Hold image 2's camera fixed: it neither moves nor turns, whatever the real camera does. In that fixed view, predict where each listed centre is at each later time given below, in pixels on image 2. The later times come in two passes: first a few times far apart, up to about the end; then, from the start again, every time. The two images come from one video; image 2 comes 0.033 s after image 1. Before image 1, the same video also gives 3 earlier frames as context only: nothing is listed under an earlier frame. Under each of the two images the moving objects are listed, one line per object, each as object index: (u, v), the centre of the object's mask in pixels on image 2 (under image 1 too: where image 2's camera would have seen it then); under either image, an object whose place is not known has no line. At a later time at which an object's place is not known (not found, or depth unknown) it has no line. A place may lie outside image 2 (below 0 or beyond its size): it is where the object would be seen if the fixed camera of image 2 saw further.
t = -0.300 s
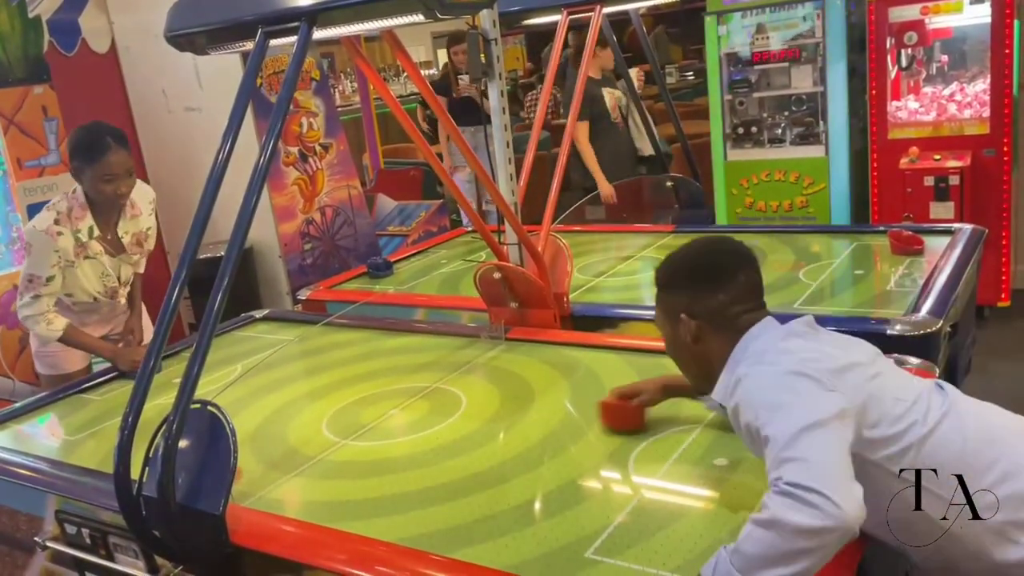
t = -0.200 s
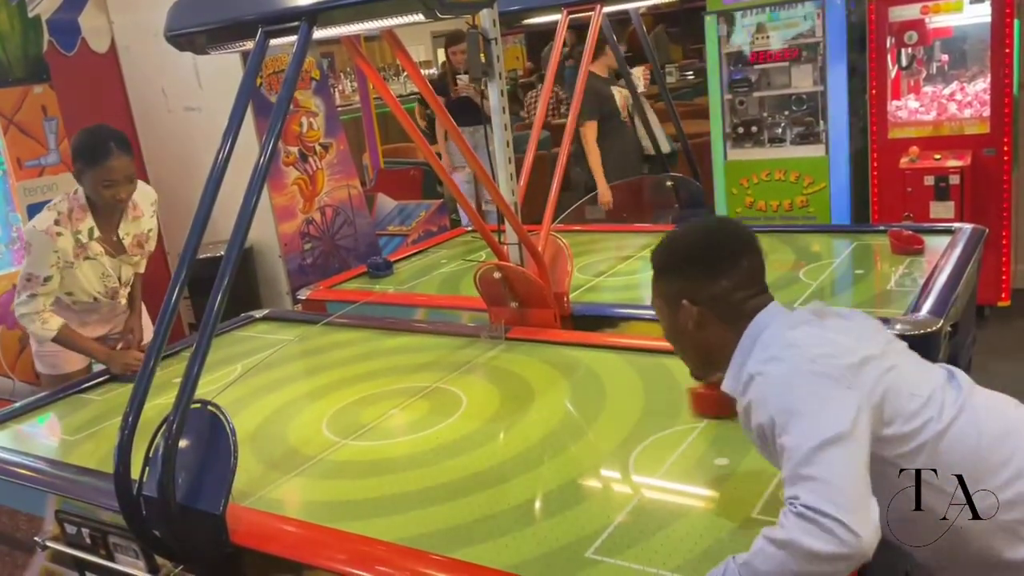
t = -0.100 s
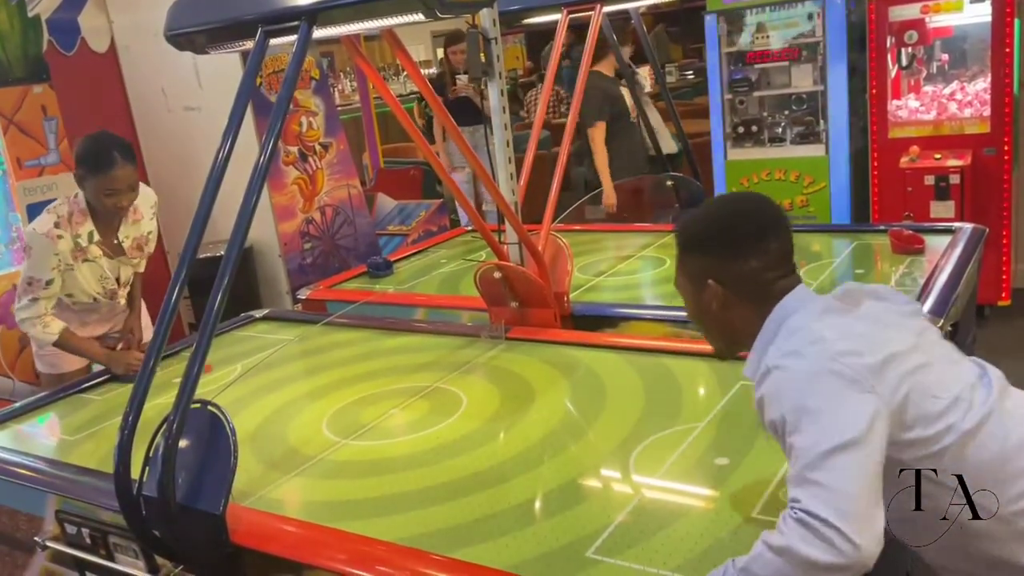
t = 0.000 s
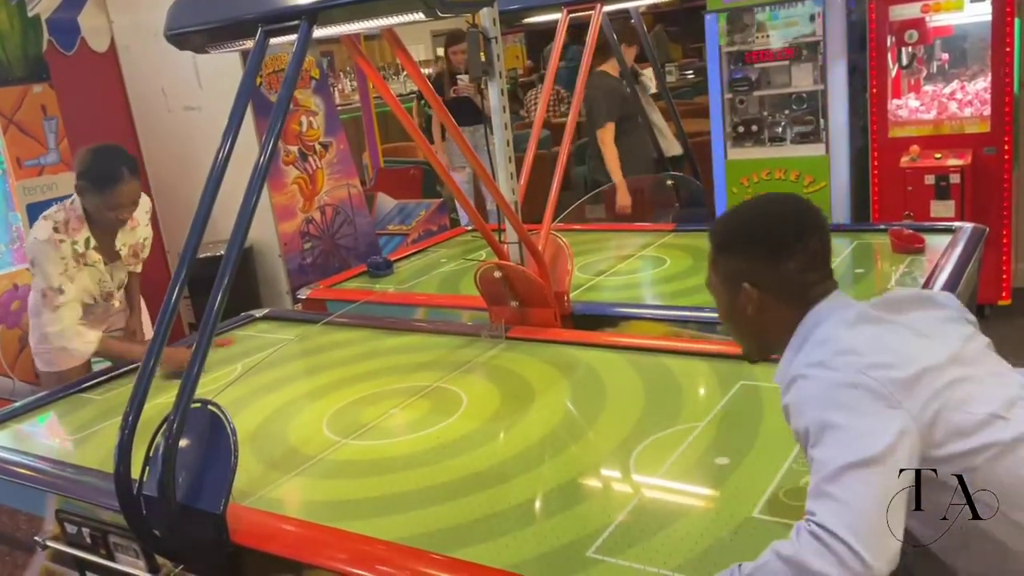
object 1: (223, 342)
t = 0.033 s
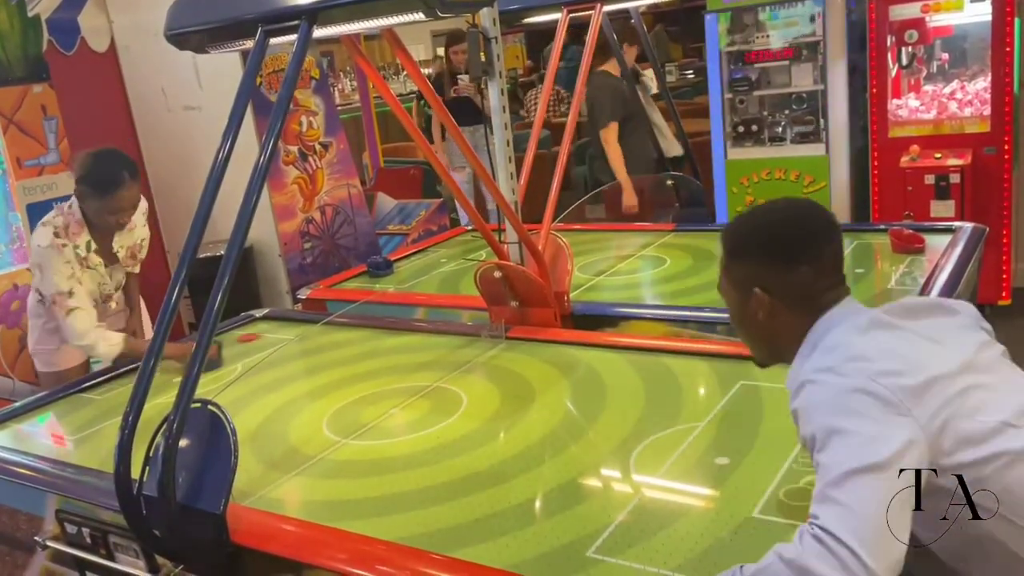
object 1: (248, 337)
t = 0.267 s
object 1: (331, 353)
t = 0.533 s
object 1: (362, 428)
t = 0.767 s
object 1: (408, 535)
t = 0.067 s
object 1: (274, 332)
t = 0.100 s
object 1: (299, 328)
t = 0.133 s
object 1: (317, 328)
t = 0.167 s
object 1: (320, 333)
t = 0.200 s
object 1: (324, 340)
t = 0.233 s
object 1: (328, 346)
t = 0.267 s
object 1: (331, 353)
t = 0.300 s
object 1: (334, 360)
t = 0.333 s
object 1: (338, 368)
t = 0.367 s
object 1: (341, 377)
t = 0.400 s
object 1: (345, 385)
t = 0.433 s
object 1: (349, 396)
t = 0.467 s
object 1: (354, 405)
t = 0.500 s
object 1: (358, 416)
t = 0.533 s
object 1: (362, 428)
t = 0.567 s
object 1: (367, 439)
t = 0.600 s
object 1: (372, 453)
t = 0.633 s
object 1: (378, 467)
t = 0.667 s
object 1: (384, 482)
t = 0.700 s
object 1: (391, 499)
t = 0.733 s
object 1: (399, 516)
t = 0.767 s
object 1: (408, 535)
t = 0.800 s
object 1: (428, 544)
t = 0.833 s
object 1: (460, 544)
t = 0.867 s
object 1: (496, 538)
